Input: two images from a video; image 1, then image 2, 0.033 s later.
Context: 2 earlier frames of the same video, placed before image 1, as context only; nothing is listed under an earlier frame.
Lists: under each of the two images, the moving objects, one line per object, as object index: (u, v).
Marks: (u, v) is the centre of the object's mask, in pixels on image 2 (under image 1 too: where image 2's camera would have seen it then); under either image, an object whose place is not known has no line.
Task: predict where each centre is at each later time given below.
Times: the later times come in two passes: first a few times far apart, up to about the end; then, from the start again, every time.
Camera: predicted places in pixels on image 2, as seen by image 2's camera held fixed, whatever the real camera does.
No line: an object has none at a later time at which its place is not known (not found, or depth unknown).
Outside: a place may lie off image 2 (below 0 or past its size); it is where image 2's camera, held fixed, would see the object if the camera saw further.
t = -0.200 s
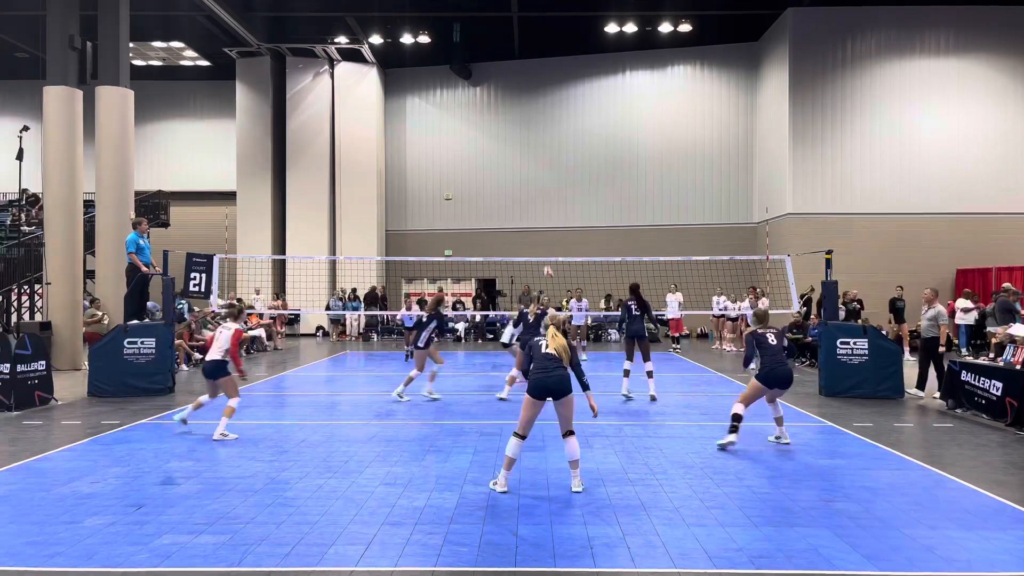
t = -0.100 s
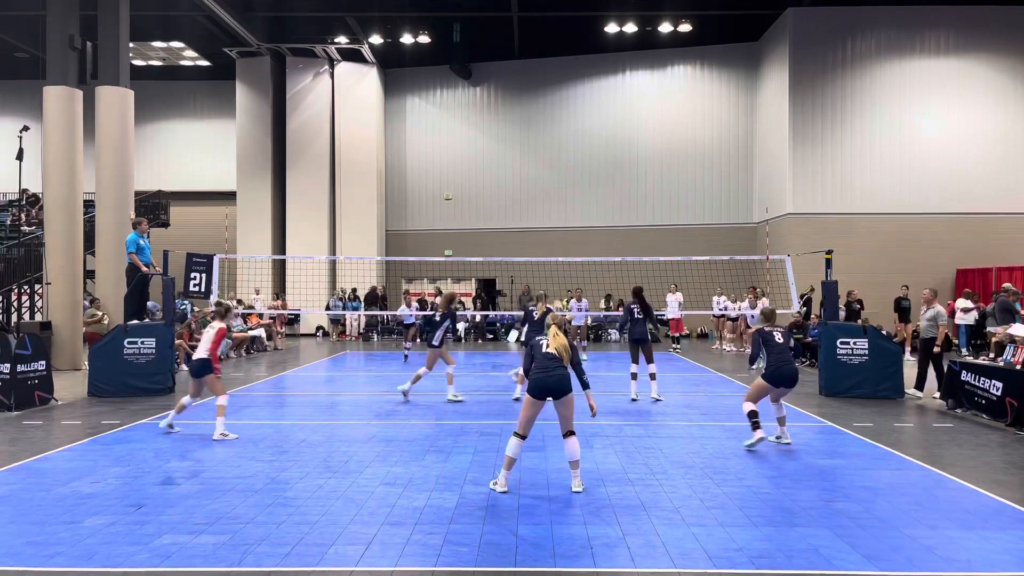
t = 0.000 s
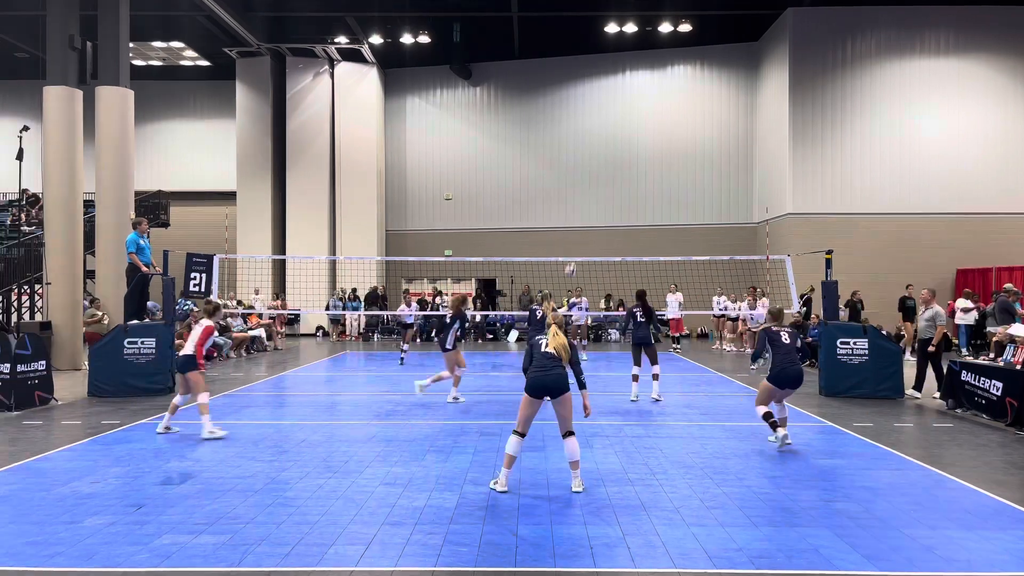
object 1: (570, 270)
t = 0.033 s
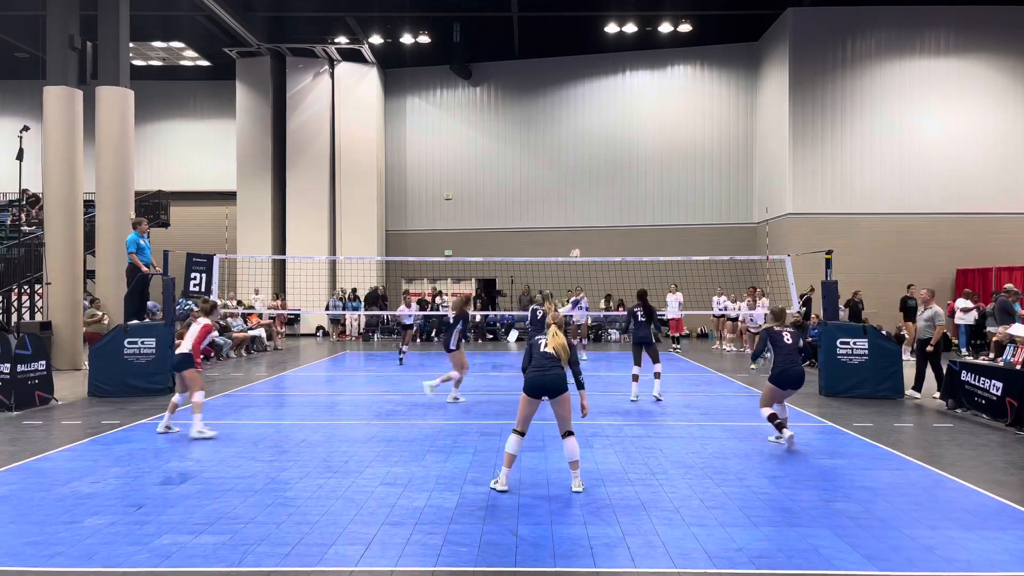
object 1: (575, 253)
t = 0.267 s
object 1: (602, 177)
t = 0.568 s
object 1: (636, 120)
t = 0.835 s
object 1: (666, 110)
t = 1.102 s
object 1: (696, 137)
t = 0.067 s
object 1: (579, 242)
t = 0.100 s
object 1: (583, 229)
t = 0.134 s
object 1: (587, 218)
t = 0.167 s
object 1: (591, 207)
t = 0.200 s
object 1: (595, 196)
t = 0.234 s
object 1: (599, 186)
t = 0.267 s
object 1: (602, 177)
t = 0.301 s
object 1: (606, 168)
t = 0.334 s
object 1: (610, 160)
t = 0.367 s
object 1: (614, 152)
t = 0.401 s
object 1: (618, 145)
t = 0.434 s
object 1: (621, 139)
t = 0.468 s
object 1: (625, 134)
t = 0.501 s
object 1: (629, 128)
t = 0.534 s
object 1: (633, 124)
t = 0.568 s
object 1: (636, 120)
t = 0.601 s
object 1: (640, 117)
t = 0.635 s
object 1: (644, 114)
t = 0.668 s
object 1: (648, 111)
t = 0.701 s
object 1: (651, 110)
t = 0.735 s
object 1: (655, 109)
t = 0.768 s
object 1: (659, 108)
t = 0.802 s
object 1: (663, 108)
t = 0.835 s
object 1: (666, 110)
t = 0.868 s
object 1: (670, 111)
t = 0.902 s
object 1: (674, 113)
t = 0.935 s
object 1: (678, 115)
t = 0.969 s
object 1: (681, 118)
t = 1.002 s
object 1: (685, 122)
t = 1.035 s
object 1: (689, 126)
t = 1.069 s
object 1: (692, 131)
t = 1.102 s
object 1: (696, 137)
